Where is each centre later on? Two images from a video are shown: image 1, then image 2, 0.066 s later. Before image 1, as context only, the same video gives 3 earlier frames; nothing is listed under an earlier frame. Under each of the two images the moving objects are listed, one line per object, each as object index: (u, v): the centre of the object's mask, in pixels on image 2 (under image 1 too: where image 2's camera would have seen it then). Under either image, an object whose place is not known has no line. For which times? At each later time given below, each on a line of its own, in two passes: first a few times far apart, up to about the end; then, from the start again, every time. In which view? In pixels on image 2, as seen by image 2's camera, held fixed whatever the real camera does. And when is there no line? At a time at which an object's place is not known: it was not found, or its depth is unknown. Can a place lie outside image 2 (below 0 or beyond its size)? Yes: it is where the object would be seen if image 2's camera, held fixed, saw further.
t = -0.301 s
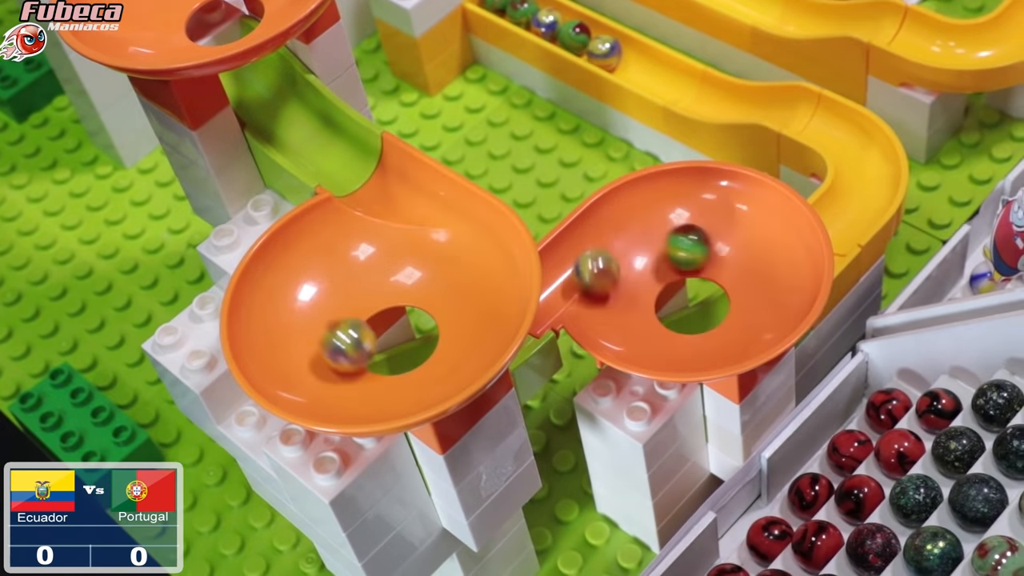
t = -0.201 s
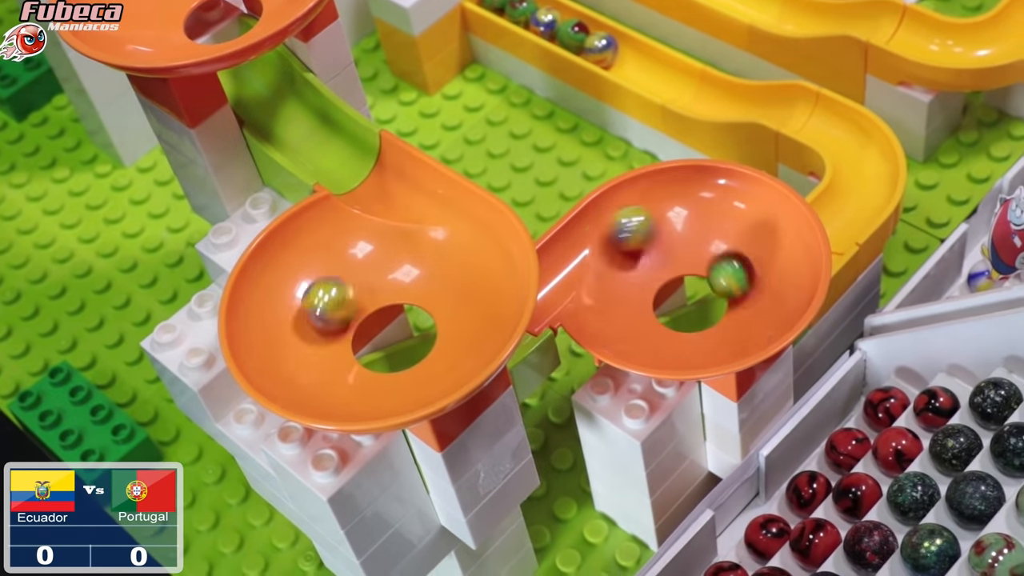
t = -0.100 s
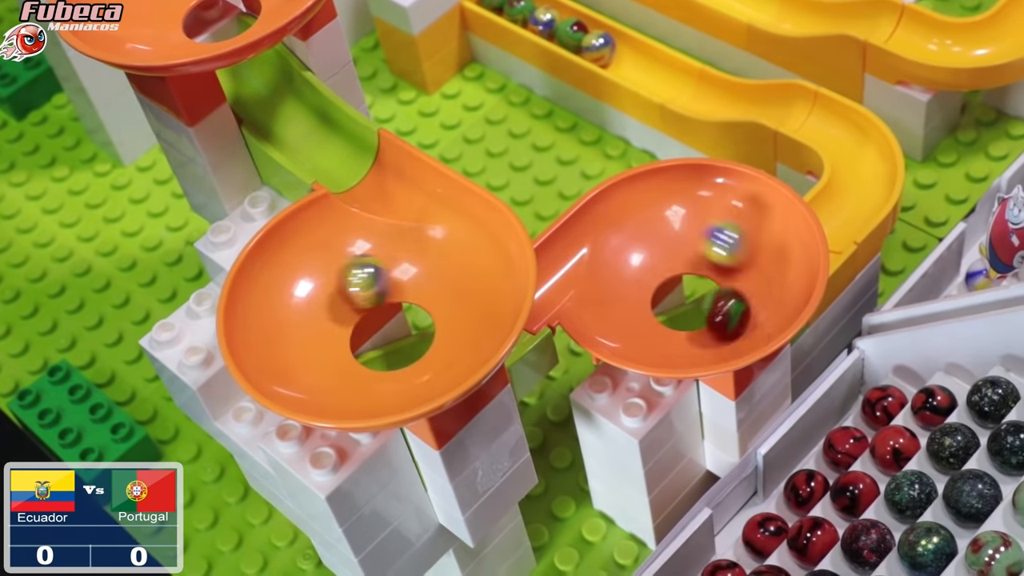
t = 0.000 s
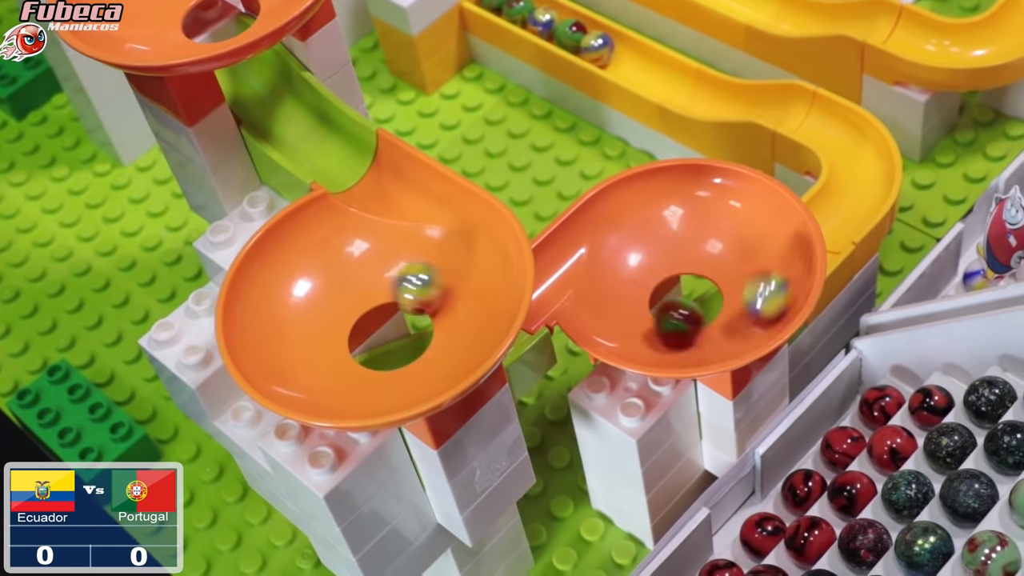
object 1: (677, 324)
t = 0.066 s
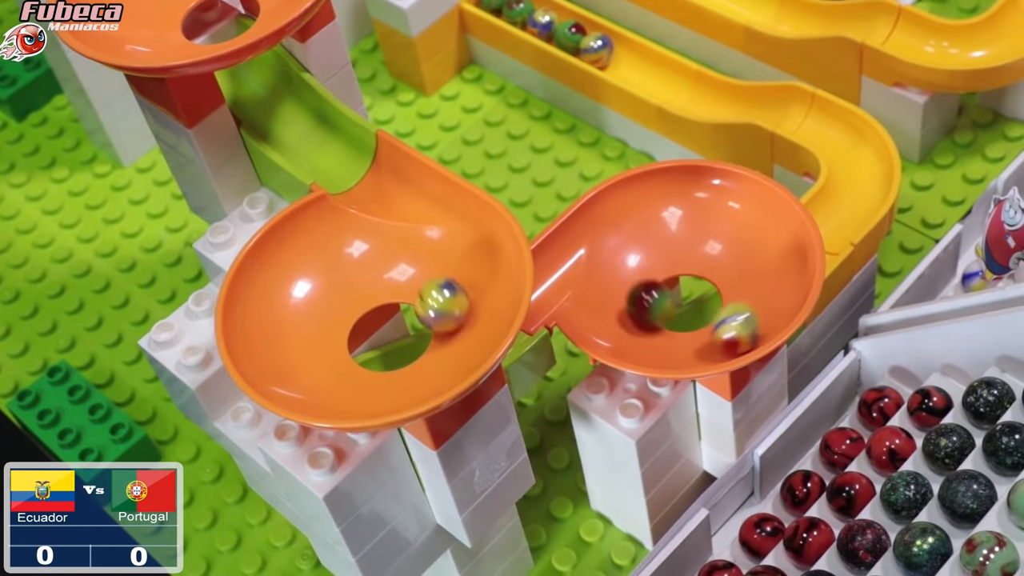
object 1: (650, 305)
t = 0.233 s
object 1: (663, 245)
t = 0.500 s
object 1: (705, 322)
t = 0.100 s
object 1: (643, 291)
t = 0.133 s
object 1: (640, 276)
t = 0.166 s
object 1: (643, 261)
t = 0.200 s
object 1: (651, 250)
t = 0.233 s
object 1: (663, 245)
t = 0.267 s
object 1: (678, 246)
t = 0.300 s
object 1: (692, 251)
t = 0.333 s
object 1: (706, 261)
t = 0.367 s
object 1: (716, 274)
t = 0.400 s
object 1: (722, 289)
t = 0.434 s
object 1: (721, 304)
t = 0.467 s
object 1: (716, 315)
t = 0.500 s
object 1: (705, 322)
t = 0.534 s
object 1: (691, 325)
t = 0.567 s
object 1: (677, 323)
